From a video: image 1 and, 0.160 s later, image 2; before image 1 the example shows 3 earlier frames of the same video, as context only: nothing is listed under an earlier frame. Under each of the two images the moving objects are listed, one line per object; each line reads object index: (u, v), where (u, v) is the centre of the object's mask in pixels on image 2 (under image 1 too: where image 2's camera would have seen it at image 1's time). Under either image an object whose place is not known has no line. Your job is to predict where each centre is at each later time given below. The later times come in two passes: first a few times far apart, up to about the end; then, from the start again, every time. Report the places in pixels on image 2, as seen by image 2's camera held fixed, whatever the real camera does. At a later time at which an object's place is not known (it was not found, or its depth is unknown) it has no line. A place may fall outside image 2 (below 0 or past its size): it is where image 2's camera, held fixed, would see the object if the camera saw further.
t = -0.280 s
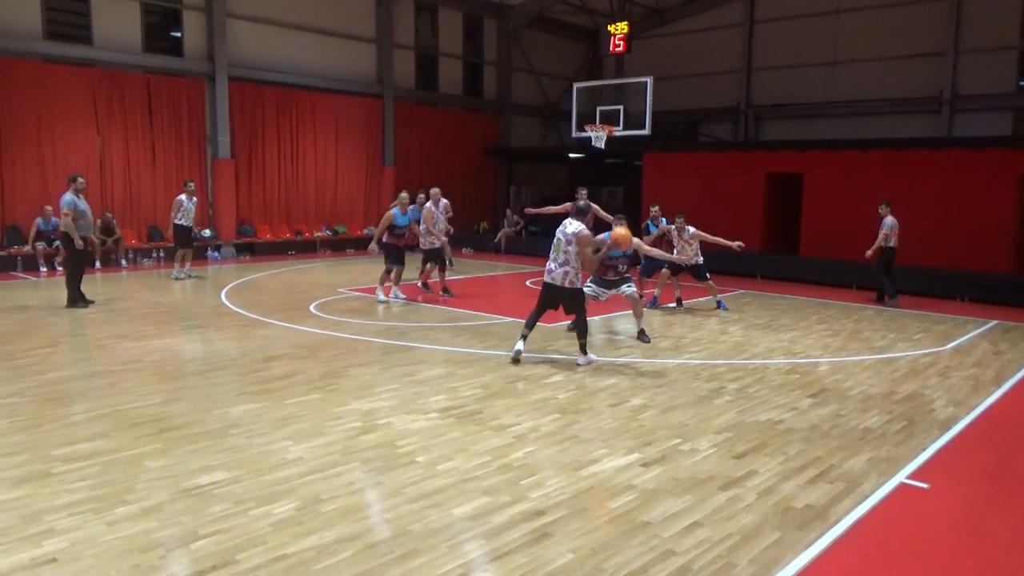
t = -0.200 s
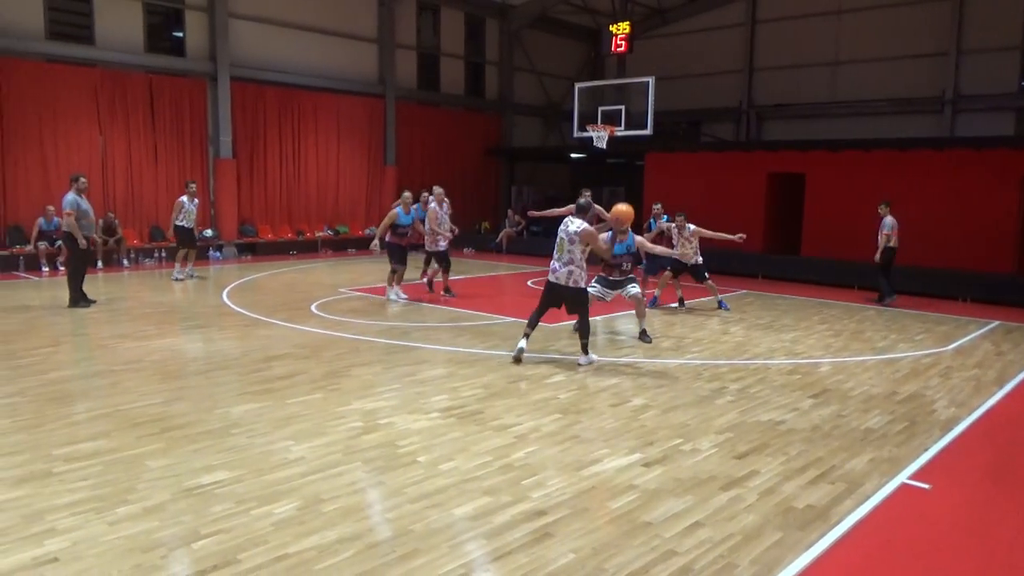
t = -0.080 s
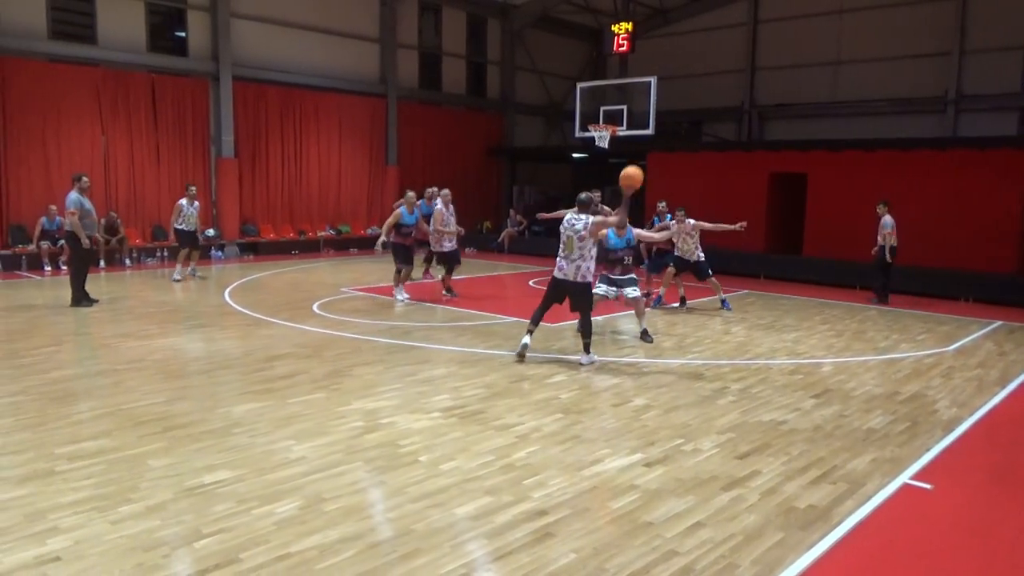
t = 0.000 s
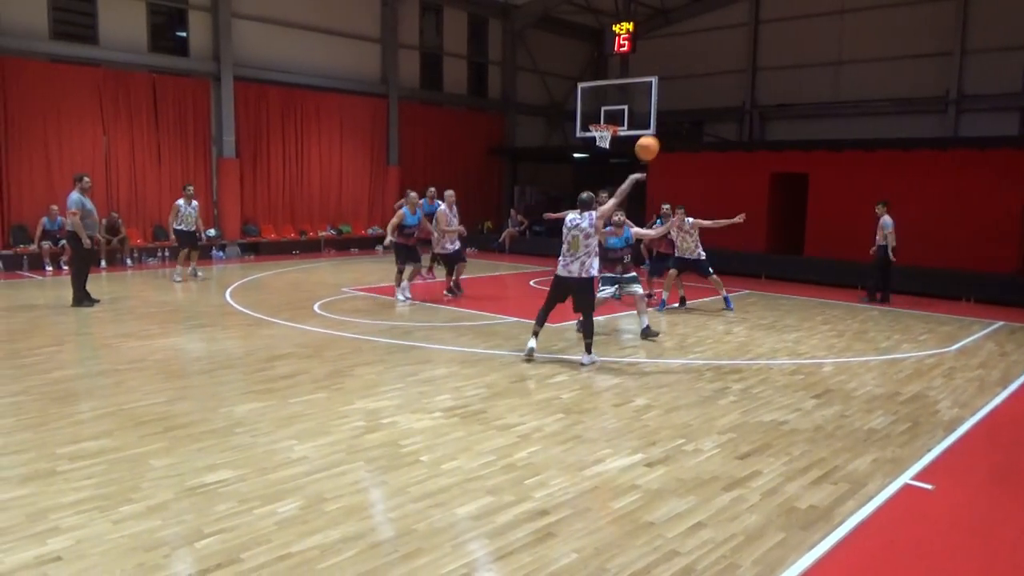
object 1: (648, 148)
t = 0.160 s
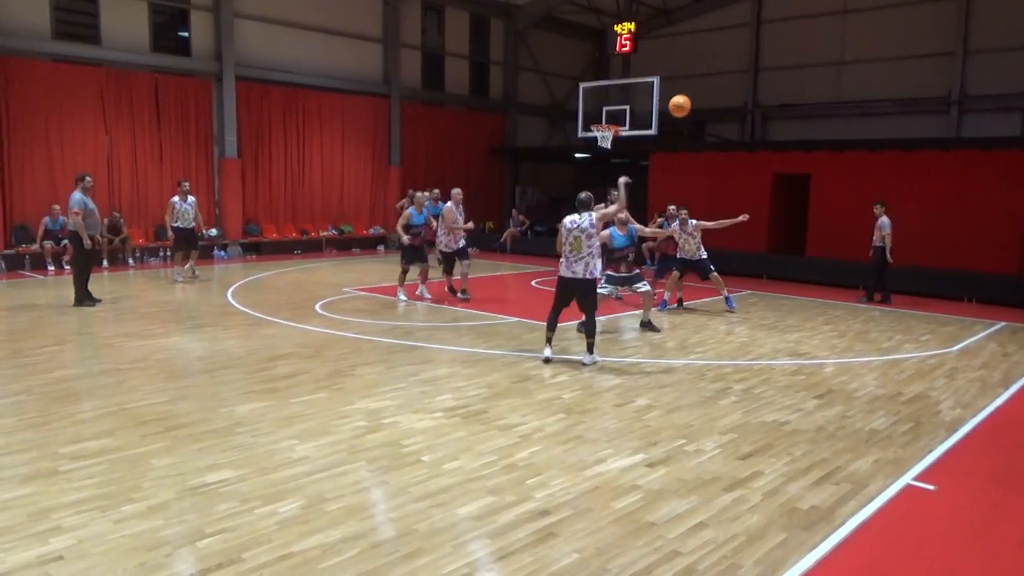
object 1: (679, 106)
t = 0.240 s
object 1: (693, 95)
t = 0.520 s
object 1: (732, 98)
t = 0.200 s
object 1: (686, 99)
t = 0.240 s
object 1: (693, 95)
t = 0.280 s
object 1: (699, 91)
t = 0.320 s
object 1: (705, 90)
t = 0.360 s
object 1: (711, 89)
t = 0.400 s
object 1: (716, 90)
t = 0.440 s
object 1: (722, 91)
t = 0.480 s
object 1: (727, 94)
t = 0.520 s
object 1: (732, 98)
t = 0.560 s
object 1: (736, 103)
